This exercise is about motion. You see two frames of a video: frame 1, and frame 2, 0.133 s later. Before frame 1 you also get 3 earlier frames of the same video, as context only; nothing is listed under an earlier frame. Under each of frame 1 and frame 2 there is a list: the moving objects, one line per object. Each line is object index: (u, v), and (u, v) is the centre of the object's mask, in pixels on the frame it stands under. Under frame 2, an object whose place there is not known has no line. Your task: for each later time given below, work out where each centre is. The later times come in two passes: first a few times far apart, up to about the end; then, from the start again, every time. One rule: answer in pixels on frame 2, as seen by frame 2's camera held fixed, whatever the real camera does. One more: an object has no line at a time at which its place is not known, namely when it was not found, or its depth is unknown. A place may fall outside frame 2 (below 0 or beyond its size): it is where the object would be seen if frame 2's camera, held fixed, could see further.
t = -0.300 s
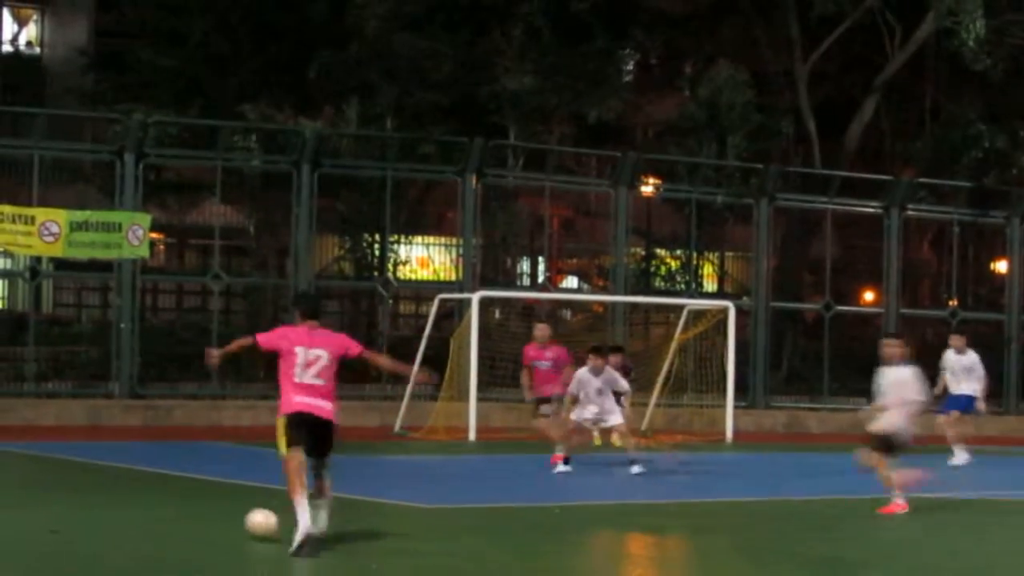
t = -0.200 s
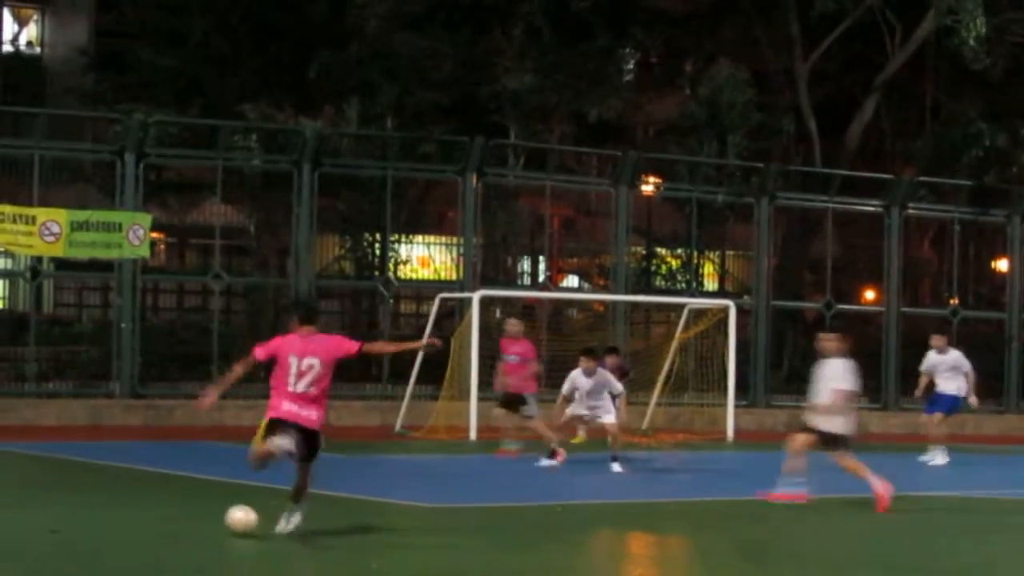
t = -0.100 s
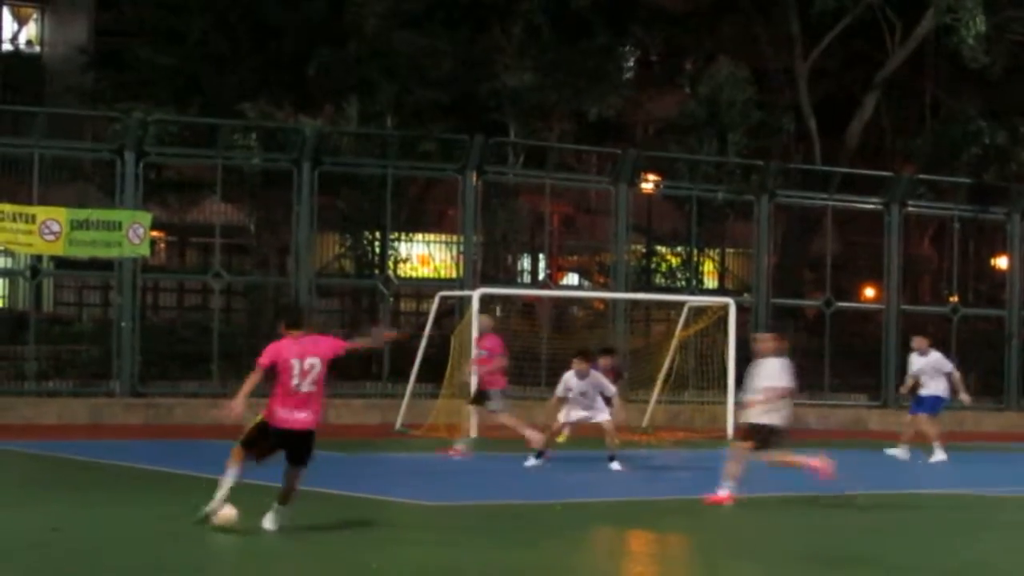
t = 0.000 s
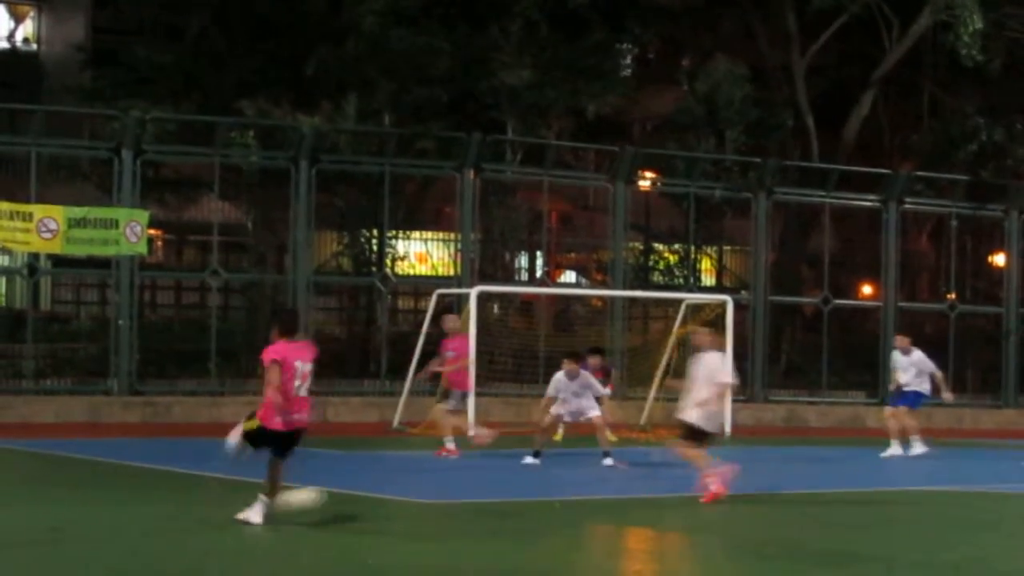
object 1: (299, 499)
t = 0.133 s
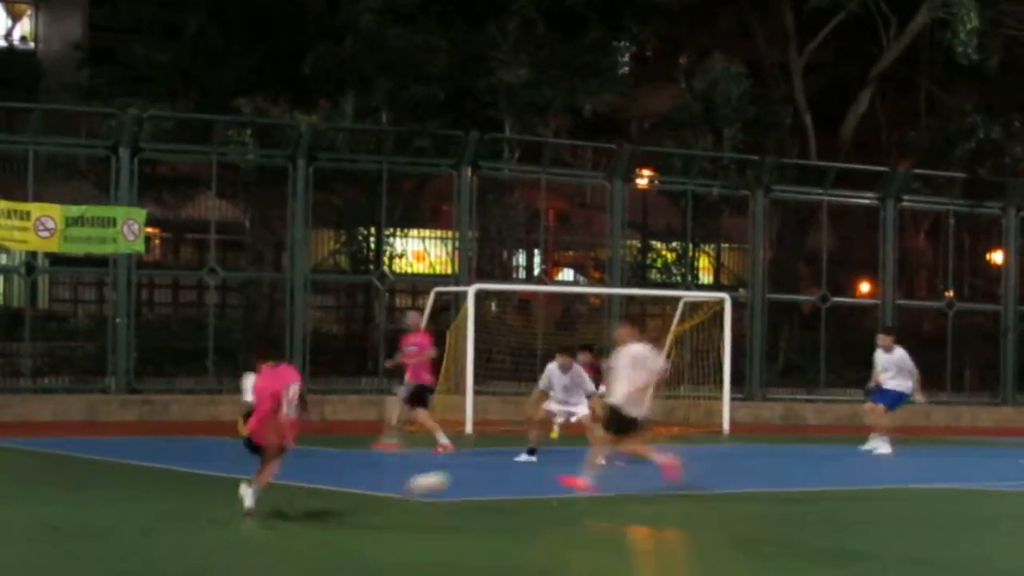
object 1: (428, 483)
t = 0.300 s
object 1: (559, 466)
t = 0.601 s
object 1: (681, 454)
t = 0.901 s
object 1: (771, 444)
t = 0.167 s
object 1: (456, 479)
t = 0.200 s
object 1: (482, 477)
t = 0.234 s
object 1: (506, 474)
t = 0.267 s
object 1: (526, 472)
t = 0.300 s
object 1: (559, 466)
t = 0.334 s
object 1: (569, 466)
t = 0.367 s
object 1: (587, 465)
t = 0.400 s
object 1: (604, 463)
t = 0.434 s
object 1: (620, 462)
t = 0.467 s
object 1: (632, 460)
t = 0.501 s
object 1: (646, 457)
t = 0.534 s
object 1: (658, 456)
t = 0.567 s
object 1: (669, 456)
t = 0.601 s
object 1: (681, 454)
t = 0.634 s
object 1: (692, 452)
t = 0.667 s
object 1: (702, 451)
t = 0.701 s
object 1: (713, 451)
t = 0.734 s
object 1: (723, 449)
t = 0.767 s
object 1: (733, 448)
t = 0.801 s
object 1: (742, 448)
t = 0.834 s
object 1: (753, 447)
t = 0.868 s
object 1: (762, 445)
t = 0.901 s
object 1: (771, 444)
